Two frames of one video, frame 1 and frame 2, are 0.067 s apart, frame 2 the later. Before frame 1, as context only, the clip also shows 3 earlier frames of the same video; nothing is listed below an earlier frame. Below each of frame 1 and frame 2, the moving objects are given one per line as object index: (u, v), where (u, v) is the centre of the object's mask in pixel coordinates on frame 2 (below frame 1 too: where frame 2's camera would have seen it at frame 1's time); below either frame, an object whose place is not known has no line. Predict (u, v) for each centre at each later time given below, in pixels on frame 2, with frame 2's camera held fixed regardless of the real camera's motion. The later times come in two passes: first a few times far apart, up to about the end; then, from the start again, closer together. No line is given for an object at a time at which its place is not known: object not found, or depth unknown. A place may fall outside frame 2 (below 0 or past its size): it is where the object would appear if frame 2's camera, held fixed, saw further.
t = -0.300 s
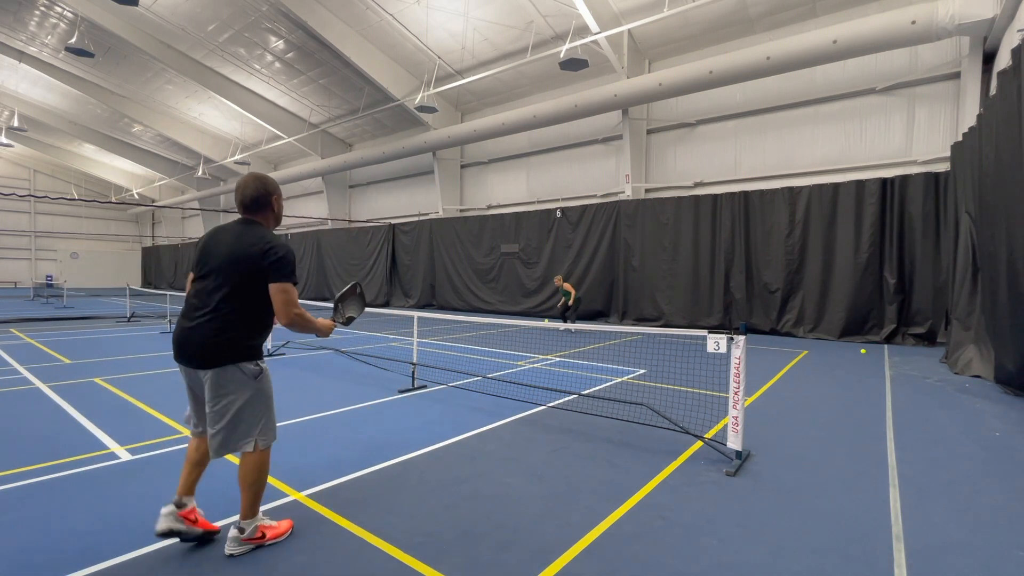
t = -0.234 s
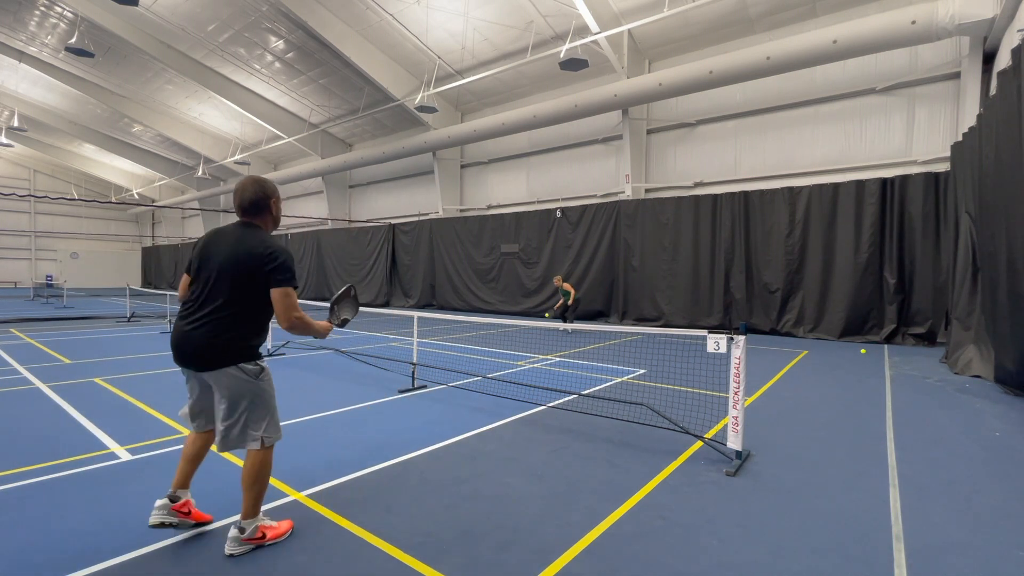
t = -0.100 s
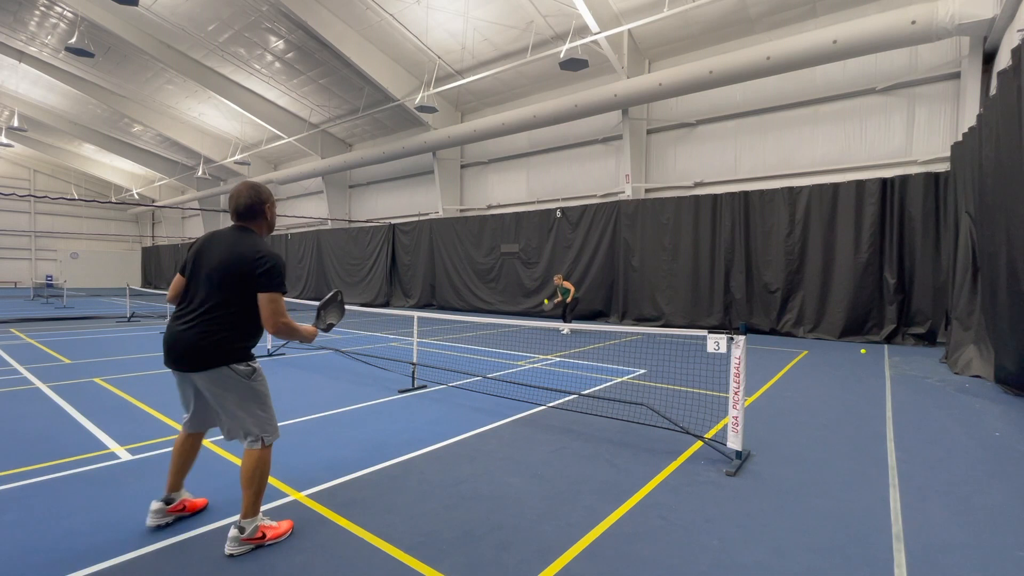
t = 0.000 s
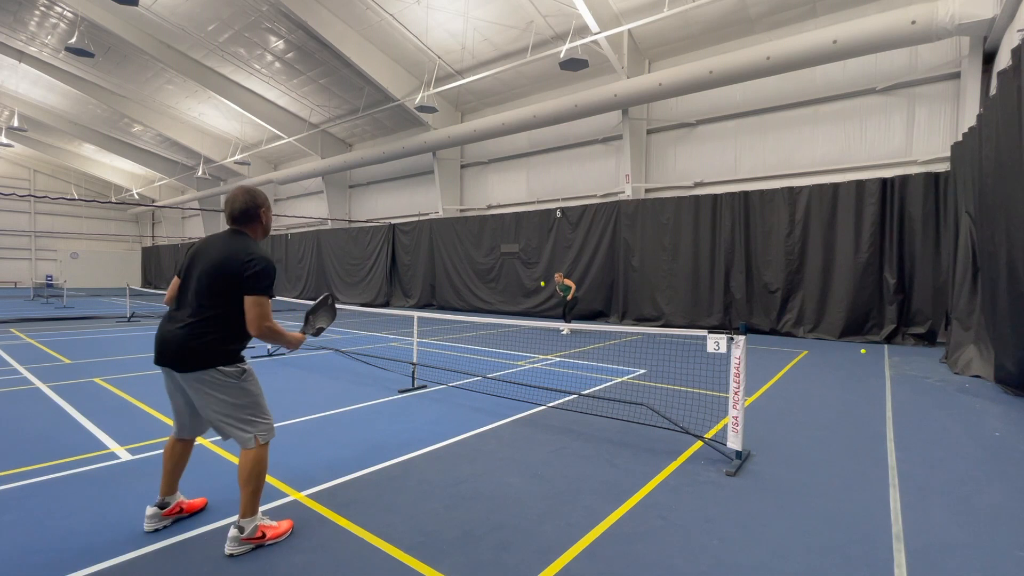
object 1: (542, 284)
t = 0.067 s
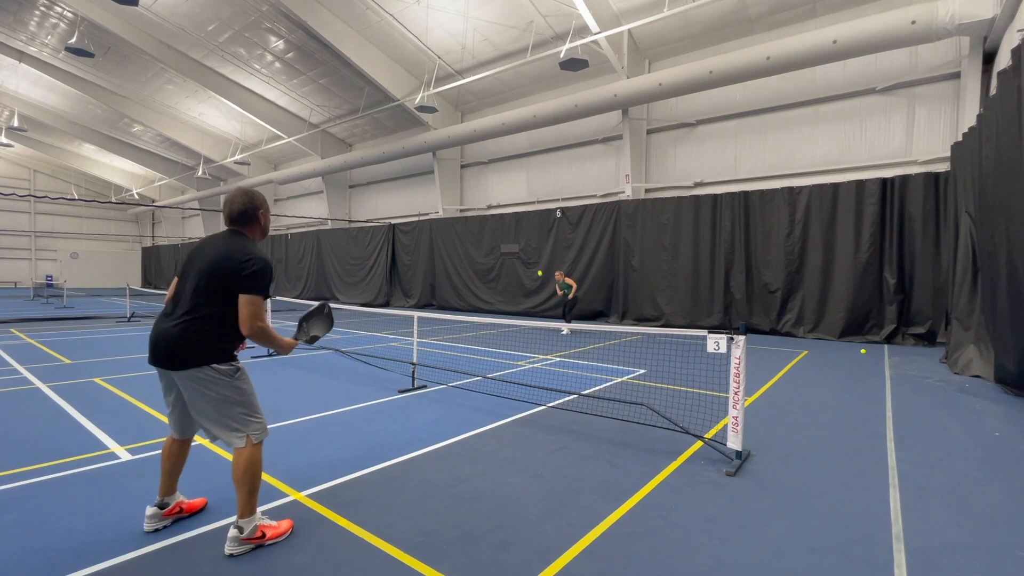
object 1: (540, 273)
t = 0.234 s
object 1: (532, 252)
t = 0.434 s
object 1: (518, 240)
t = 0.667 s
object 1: (492, 261)
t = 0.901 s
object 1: (445, 360)
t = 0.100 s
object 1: (538, 268)
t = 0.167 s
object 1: (535, 259)
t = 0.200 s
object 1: (533, 255)
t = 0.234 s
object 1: (532, 252)
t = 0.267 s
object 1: (530, 249)
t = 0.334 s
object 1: (525, 244)
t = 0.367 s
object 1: (523, 242)
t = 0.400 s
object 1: (521, 241)
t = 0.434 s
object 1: (518, 240)
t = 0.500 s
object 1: (512, 242)
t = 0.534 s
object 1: (509, 243)
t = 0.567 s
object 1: (505, 246)
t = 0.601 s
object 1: (501, 250)
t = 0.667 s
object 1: (492, 261)
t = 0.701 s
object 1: (487, 269)
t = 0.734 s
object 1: (481, 279)
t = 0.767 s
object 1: (475, 290)
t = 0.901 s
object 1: (445, 360)
